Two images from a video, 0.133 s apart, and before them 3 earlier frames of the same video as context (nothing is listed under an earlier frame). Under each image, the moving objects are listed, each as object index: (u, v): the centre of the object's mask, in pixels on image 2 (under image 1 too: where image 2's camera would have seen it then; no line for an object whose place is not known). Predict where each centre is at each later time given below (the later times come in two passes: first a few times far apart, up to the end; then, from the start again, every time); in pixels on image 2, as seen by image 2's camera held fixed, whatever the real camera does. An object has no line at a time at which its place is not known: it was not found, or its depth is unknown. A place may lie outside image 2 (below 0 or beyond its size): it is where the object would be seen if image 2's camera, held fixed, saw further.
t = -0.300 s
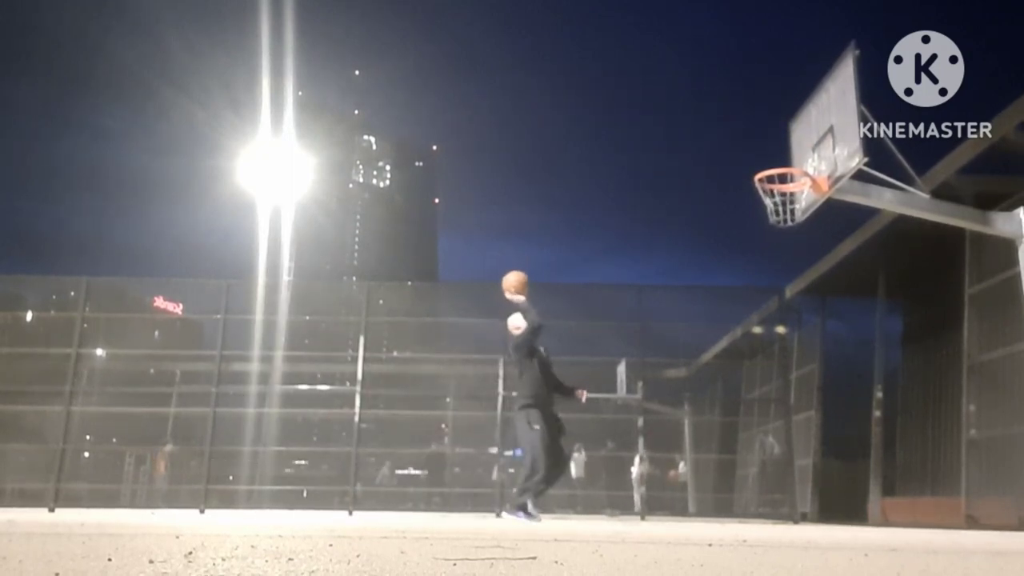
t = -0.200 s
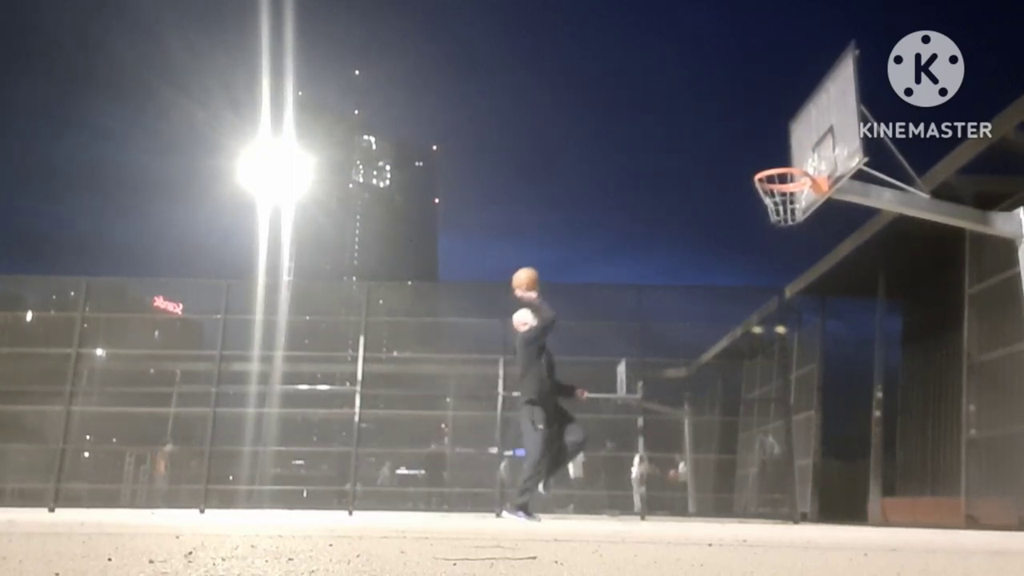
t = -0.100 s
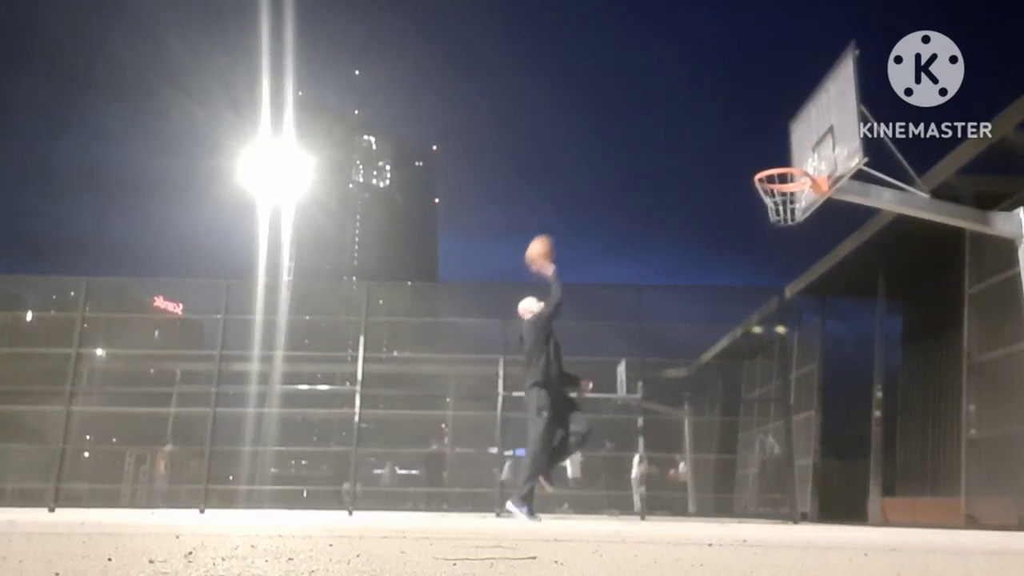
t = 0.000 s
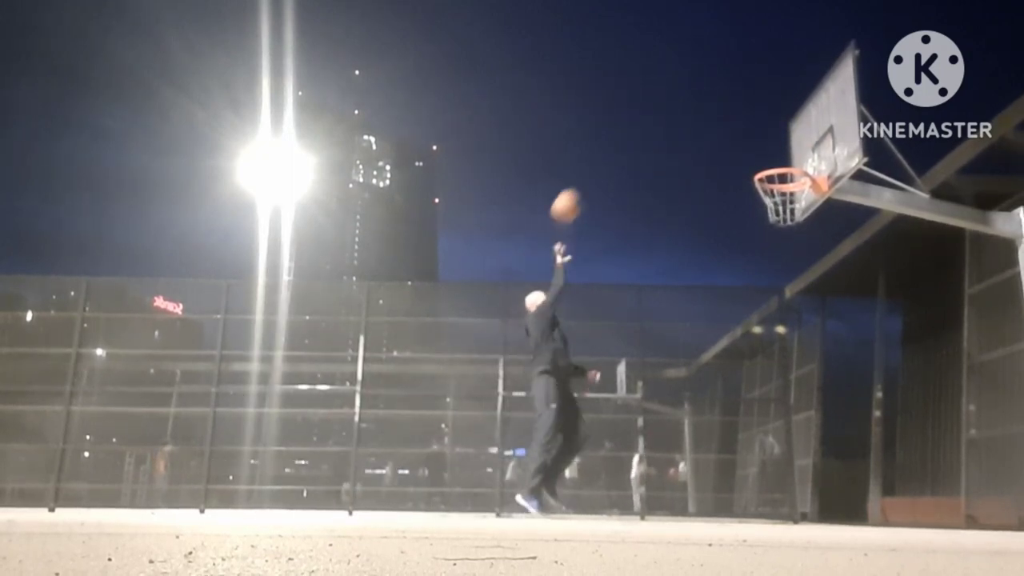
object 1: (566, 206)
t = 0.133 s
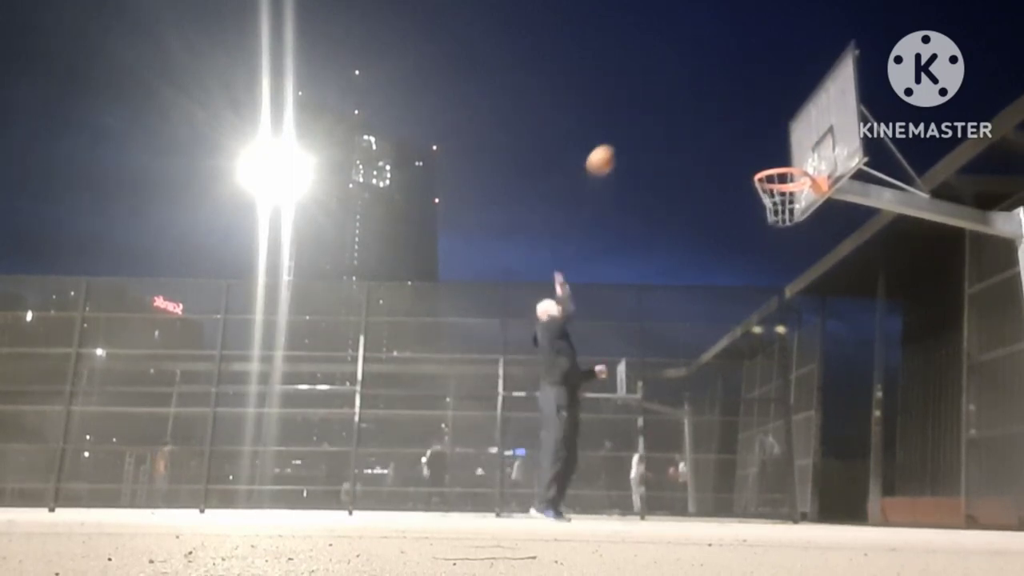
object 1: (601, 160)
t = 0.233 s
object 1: (626, 139)
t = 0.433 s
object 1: (675, 125)
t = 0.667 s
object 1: (733, 159)
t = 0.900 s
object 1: (745, 222)
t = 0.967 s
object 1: (742, 245)
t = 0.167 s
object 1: (609, 152)
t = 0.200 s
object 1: (618, 145)
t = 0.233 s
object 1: (626, 139)
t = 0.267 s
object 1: (634, 134)
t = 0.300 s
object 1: (642, 130)
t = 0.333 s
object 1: (651, 127)
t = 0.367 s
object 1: (659, 126)
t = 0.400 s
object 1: (667, 125)
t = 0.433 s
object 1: (675, 125)
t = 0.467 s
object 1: (683, 127)
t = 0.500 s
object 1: (692, 129)
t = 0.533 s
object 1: (700, 133)
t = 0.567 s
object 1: (708, 138)
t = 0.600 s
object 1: (717, 144)
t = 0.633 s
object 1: (725, 151)
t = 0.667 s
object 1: (733, 159)
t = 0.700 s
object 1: (741, 167)
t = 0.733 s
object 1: (747, 177)
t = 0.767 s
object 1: (749, 188)
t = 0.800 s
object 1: (749, 195)
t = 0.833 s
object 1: (748, 202)
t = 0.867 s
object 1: (747, 211)
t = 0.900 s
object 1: (745, 222)
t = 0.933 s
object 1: (744, 233)
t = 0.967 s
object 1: (742, 245)
